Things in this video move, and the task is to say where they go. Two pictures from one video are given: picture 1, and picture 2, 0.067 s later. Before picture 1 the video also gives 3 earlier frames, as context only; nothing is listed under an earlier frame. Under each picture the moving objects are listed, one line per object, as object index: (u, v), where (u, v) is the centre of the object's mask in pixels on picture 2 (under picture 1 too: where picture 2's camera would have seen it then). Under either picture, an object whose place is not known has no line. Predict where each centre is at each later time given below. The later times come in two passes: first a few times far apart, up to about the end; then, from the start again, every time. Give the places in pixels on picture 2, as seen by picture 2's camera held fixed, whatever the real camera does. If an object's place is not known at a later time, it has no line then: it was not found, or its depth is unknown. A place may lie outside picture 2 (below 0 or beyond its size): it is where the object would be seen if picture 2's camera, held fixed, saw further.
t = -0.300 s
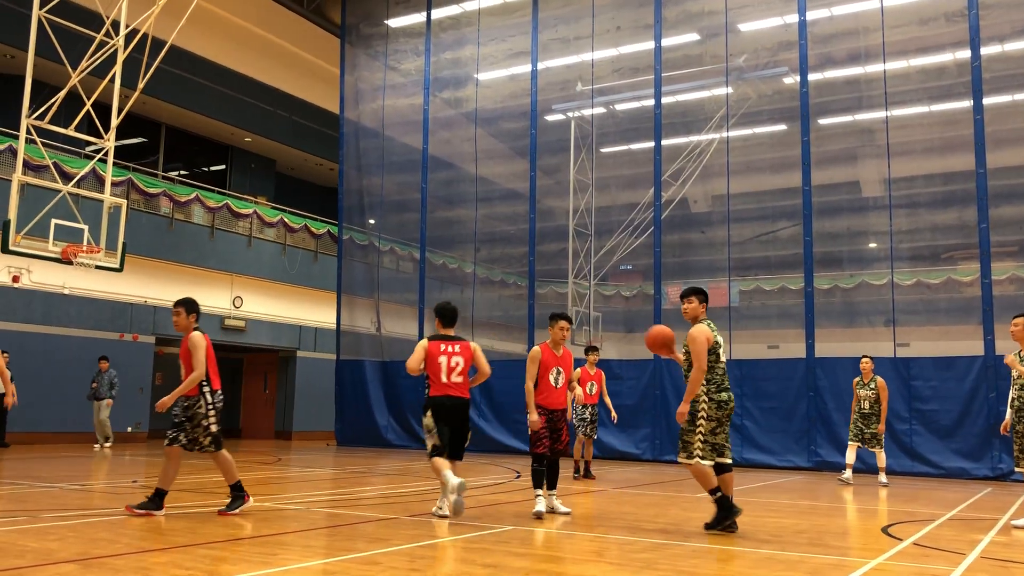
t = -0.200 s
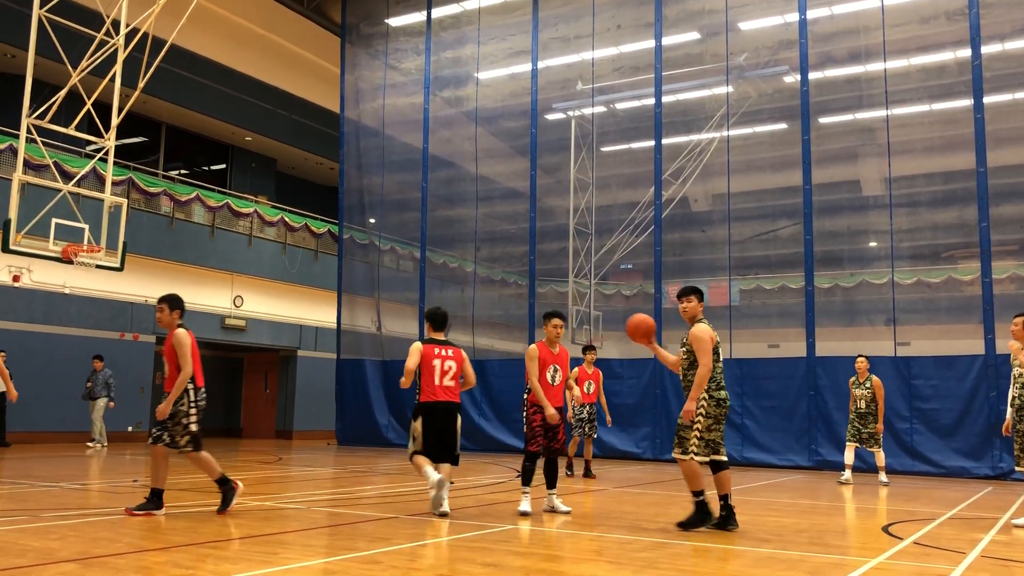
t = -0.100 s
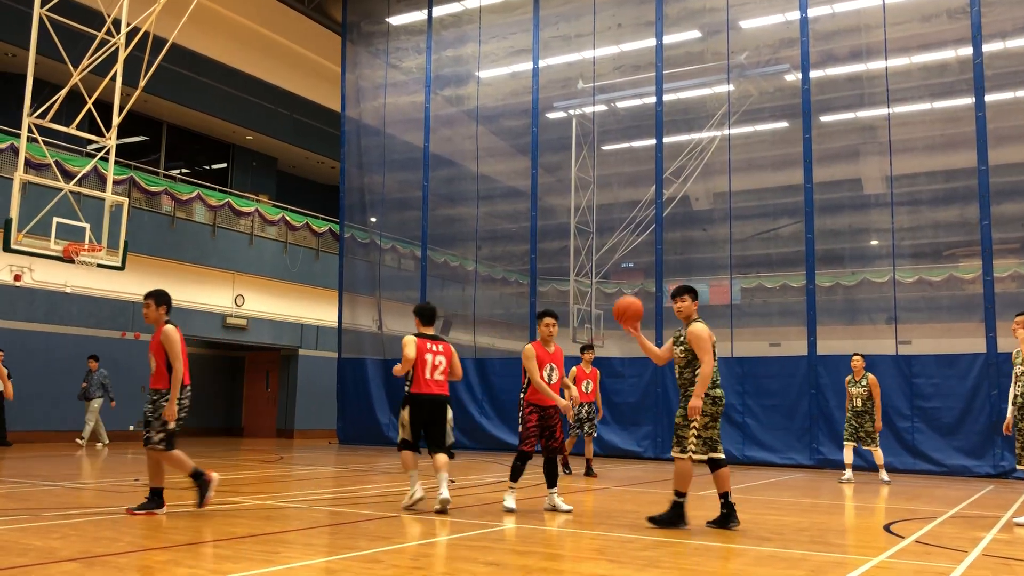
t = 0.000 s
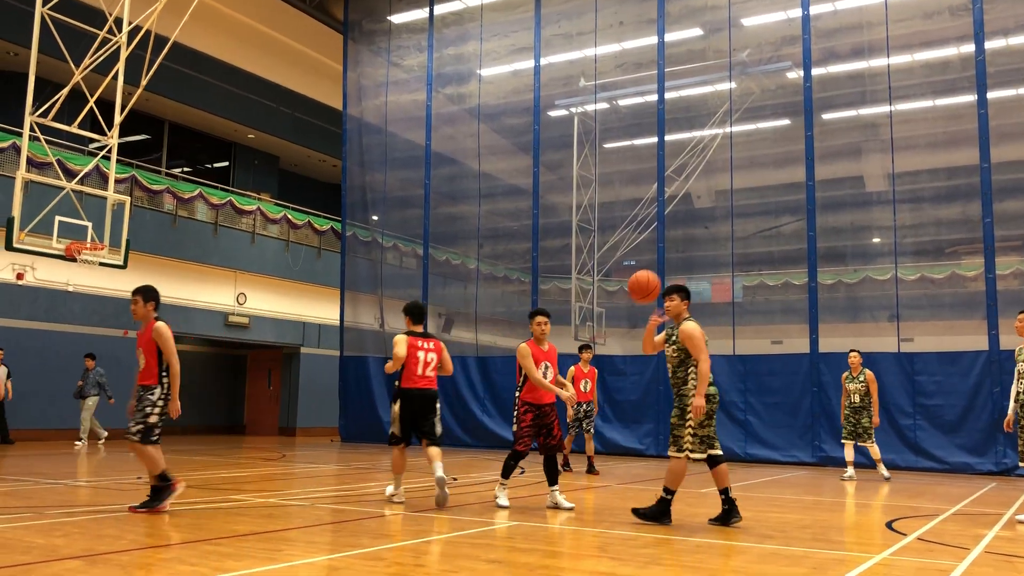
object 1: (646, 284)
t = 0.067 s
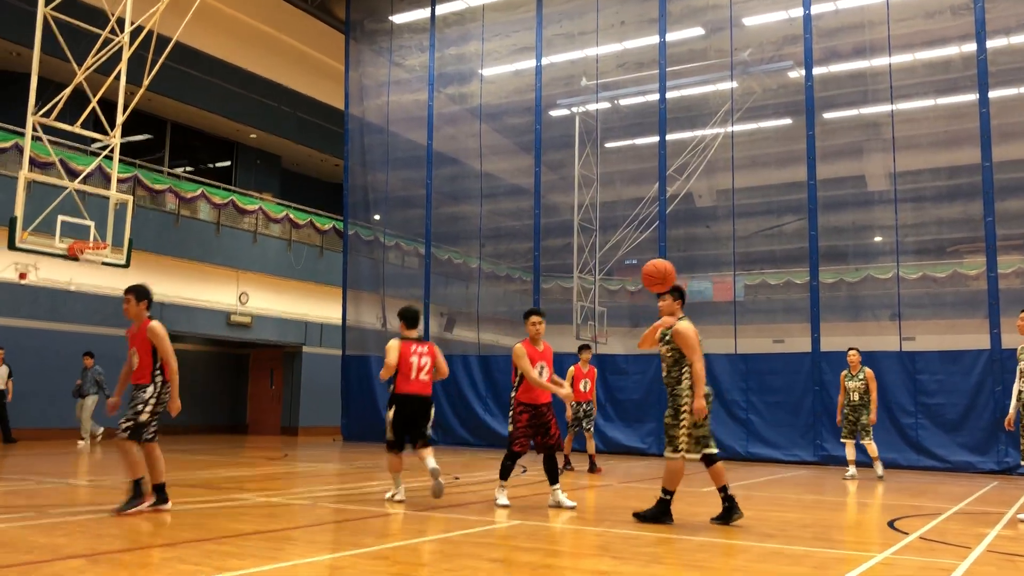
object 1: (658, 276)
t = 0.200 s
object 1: (686, 271)
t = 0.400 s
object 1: (742, 324)
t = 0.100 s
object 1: (665, 271)
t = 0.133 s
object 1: (672, 269)
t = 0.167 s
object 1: (679, 269)
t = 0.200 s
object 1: (686, 271)
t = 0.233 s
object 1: (694, 274)
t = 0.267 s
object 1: (703, 279)
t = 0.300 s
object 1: (712, 286)
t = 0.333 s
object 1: (722, 297)
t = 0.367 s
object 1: (732, 309)
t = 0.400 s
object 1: (742, 324)
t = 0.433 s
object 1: (753, 342)
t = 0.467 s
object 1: (769, 366)
